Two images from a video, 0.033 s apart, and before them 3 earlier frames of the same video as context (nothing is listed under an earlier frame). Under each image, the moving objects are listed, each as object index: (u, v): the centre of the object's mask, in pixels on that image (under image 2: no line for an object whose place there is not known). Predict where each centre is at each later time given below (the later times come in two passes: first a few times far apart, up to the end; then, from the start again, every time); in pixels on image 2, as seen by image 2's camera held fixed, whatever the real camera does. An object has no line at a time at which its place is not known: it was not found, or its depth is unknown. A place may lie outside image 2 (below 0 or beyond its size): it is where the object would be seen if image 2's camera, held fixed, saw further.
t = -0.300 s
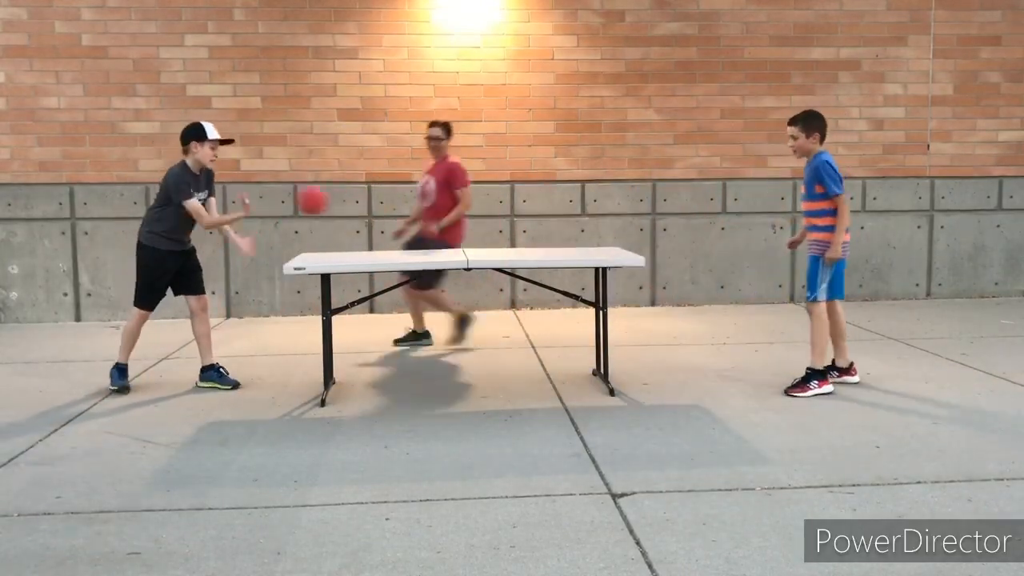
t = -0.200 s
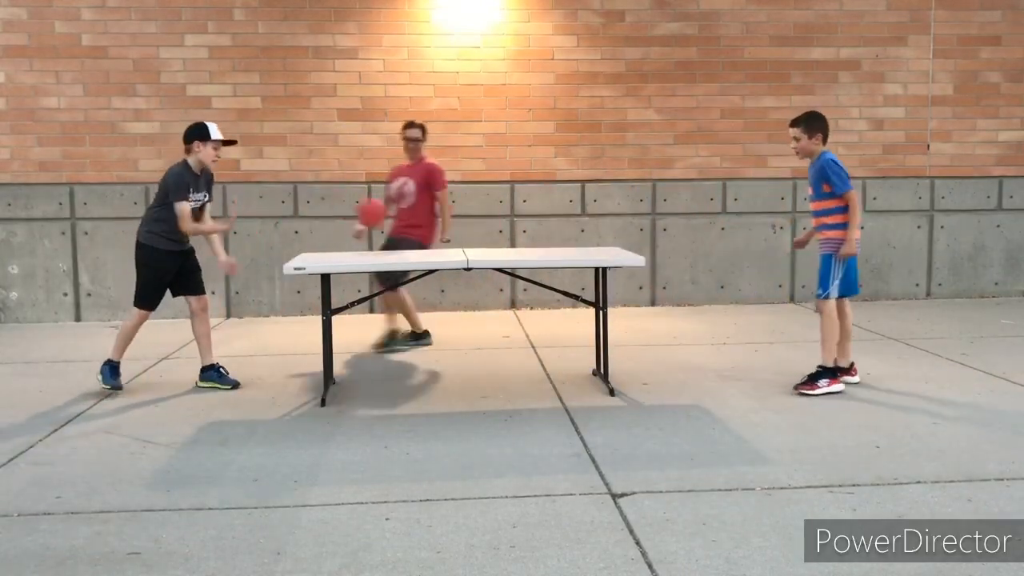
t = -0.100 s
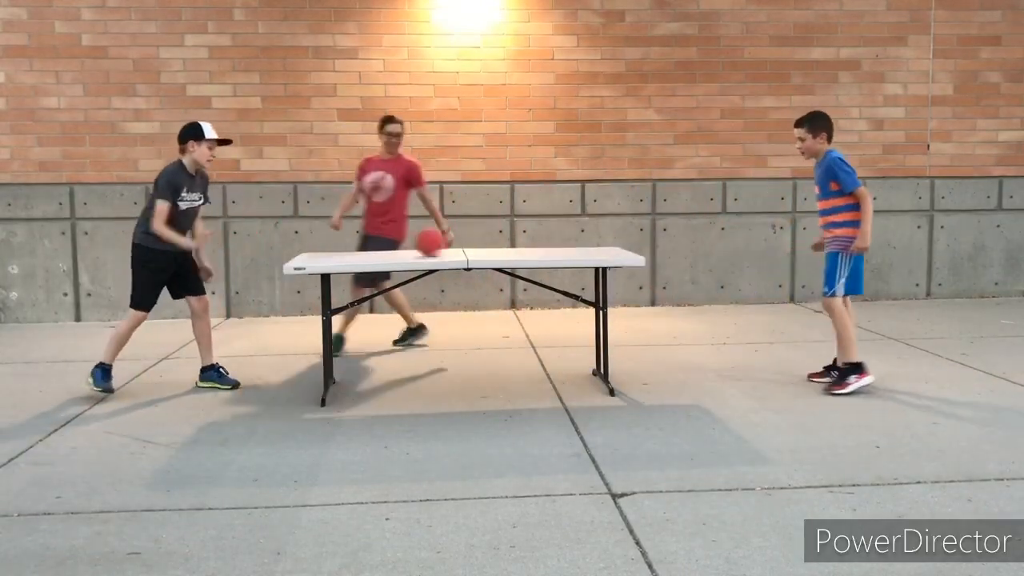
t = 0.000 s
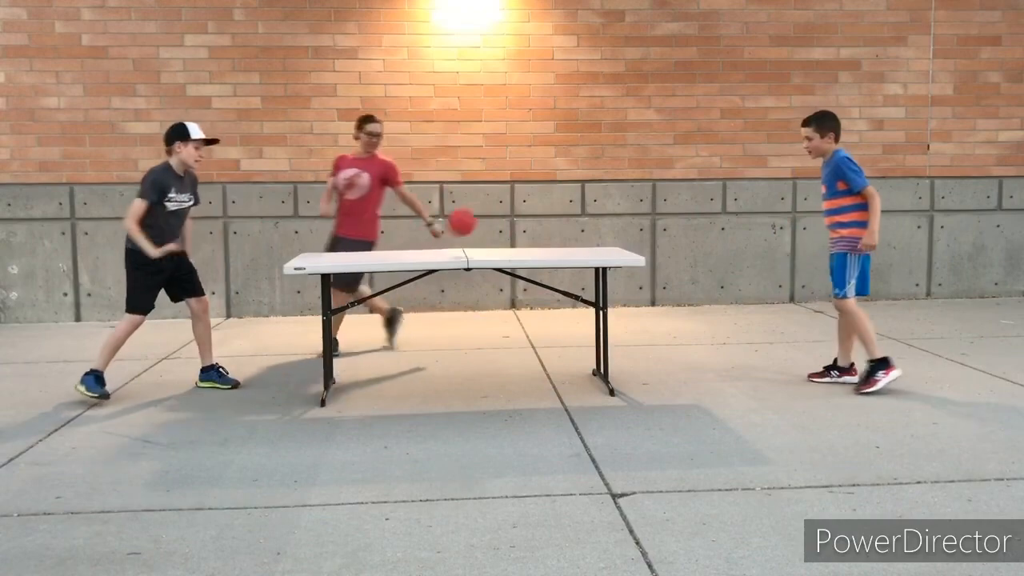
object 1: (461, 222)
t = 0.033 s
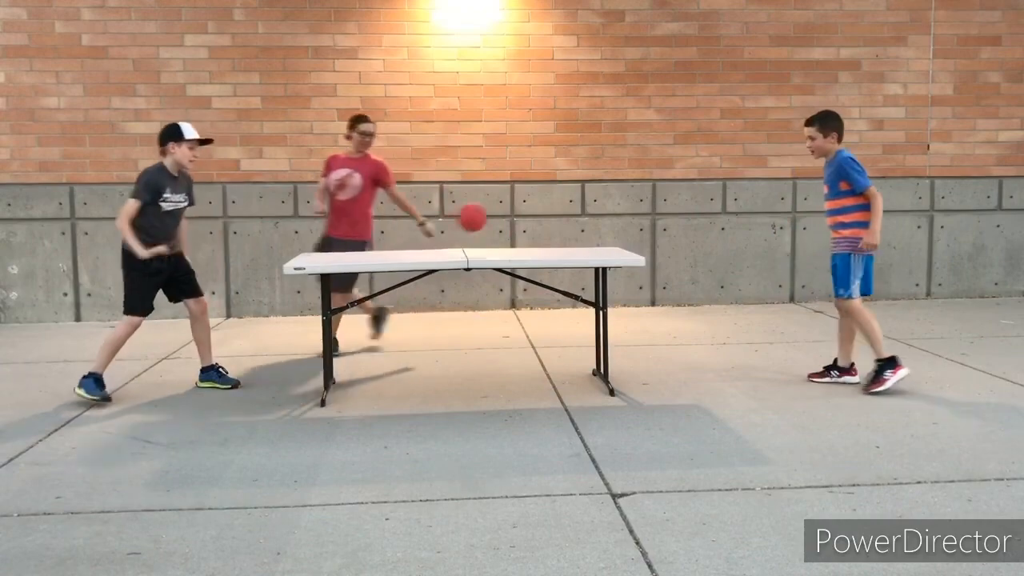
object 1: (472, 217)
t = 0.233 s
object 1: (537, 235)
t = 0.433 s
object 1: (597, 223)
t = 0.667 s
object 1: (667, 226)
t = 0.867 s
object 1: (728, 258)
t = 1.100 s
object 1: (798, 377)
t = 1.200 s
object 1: (830, 323)
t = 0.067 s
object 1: (482, 215)
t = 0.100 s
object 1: (493, 215)
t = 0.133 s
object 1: (504, 217)
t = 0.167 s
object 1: (516, 220)
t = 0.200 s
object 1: (526, 227)
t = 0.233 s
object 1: (537, 235)
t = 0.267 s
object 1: (547, 241)
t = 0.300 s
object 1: (558, 233)
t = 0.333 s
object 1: (567, 228)
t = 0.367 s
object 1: (577, 224)
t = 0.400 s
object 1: (586, 223)
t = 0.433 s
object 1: (597, 223)
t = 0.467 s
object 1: (606, 226)
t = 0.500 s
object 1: (616, 230)
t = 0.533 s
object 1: (627, 237)
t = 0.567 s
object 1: (637, 238)
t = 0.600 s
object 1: (647, 232)
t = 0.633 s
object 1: (656, 228)
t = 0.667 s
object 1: (667, 226)
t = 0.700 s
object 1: (676, 226)
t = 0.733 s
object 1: (687, 228)
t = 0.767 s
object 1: (697, 232)
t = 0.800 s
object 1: (708, 238)
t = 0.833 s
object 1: (718, 246)
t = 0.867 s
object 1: (728, 258)
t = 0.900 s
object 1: (738, 270)
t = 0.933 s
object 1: (748, 284)
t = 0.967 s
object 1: (758, 300)
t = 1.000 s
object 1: (768, 319)
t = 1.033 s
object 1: (778, 340)
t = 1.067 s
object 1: (788, 363)
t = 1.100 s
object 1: (798, 377)
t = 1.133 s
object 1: (809, 356)
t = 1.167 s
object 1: (819, 338)
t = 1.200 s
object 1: (830, 323)
